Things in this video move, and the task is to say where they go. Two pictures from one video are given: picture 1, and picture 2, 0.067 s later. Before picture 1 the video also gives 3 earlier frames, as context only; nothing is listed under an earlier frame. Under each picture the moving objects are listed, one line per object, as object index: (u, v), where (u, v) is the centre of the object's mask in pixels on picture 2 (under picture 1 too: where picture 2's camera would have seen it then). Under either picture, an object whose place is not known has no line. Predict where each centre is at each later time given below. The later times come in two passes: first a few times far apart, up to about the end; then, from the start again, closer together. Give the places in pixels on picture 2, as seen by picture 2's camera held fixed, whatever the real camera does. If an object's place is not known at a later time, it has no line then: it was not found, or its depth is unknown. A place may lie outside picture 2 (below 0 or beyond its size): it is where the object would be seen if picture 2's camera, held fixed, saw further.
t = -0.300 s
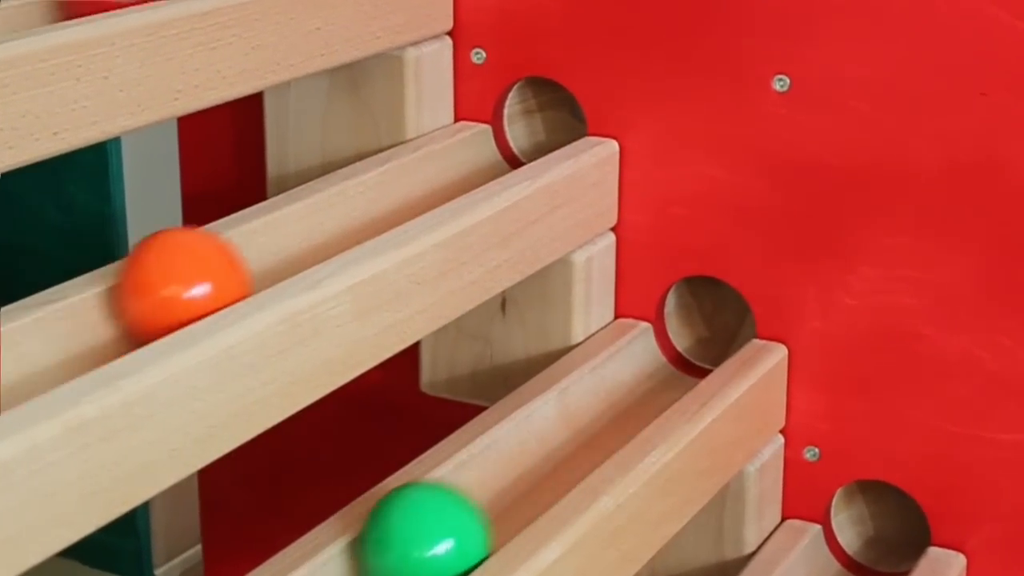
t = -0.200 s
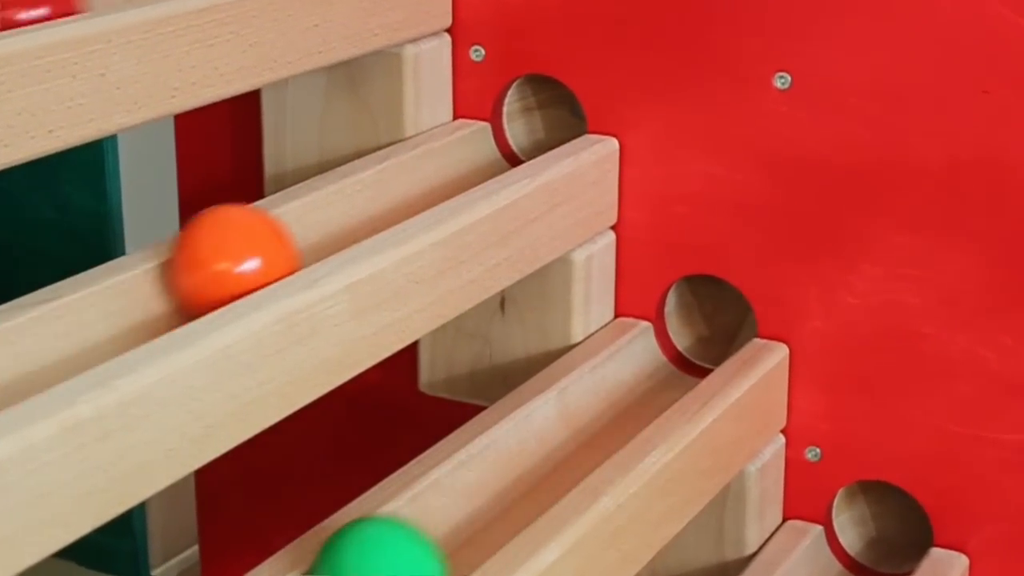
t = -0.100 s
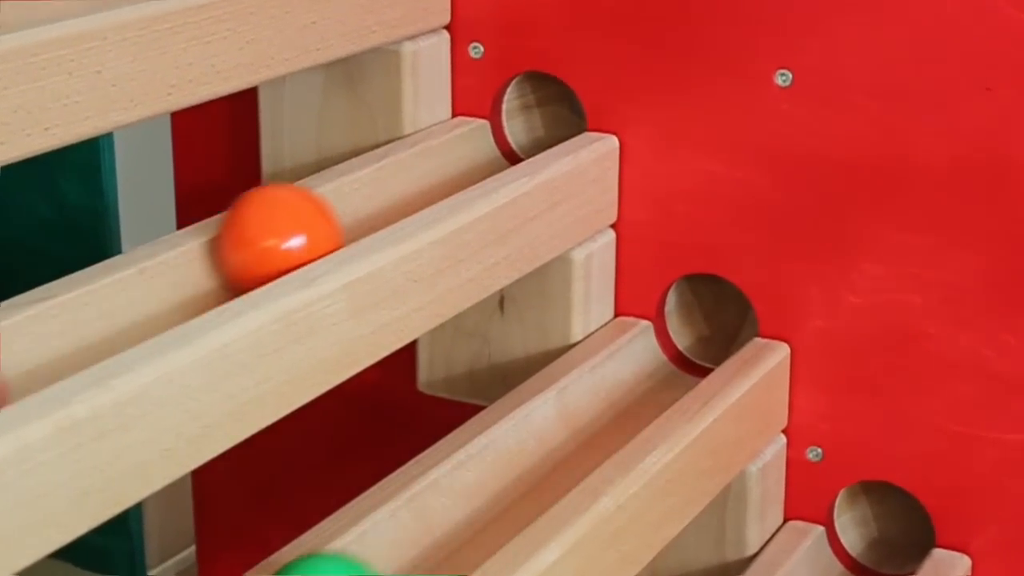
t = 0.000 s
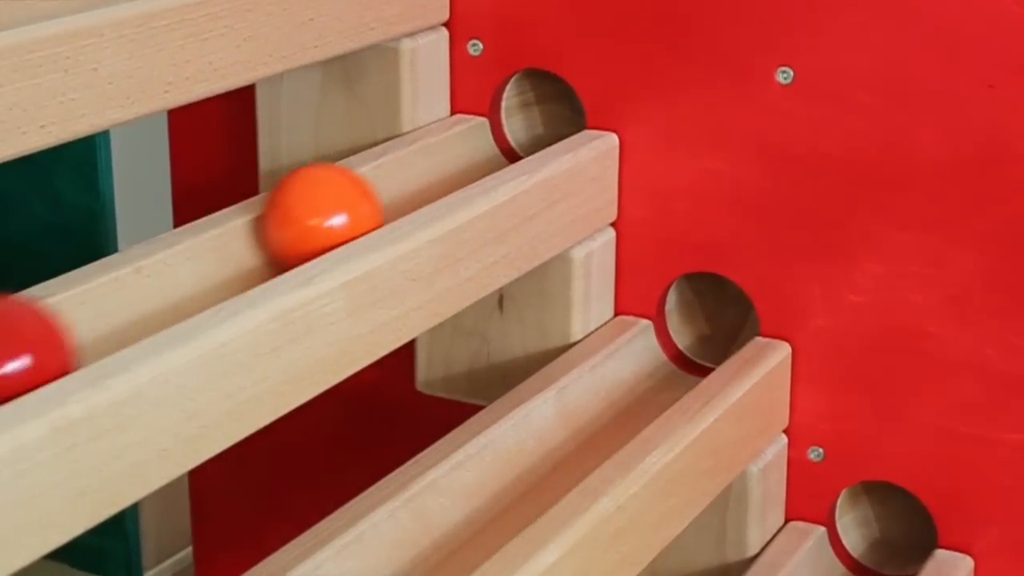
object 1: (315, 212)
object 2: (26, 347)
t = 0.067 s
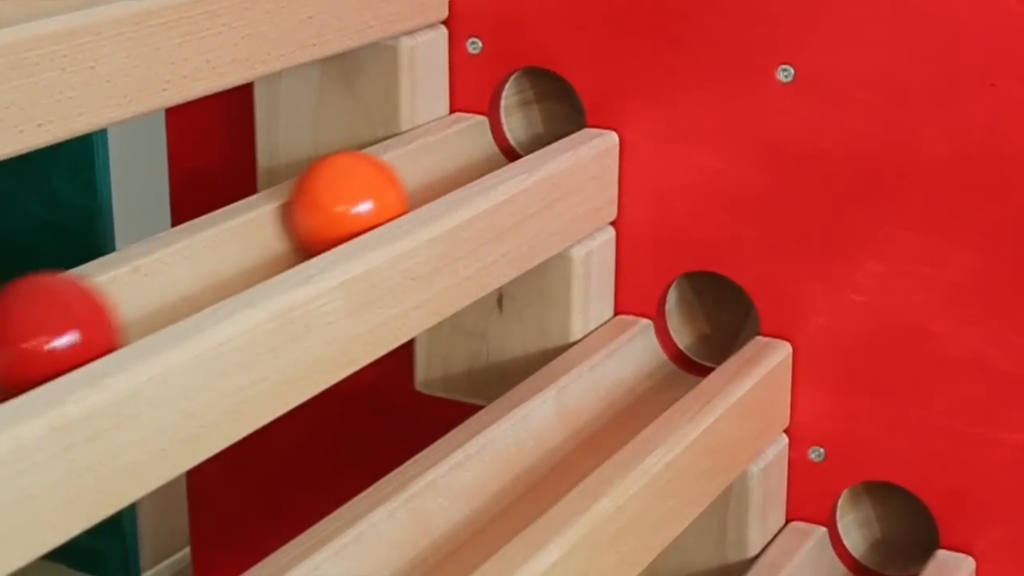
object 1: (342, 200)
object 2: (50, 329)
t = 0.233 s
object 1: (408, 172)
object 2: (161, 281)
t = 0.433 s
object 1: (474, 142)
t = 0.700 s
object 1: (538, 111)
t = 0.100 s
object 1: (357, 194)
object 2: (67, 321)
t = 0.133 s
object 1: (371, 188)
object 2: (93, 309)
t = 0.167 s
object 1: (383, 183)
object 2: (116, 300)
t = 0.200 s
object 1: (395, 177)
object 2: (139, 290)
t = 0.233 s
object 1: (408, 172)
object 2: (161, 281)
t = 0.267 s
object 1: (419, 166)
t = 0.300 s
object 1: (430, 161)
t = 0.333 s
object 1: (441, 156)
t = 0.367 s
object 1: (453, 151)
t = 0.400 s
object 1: (463, 147)
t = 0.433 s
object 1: (474, 142)
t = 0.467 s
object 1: (485, 137)
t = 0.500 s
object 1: (494, 132)
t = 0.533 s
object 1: (504, 128)
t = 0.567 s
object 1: (514, 123)
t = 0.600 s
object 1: (523, 119)
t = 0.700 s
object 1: (538, 111)
